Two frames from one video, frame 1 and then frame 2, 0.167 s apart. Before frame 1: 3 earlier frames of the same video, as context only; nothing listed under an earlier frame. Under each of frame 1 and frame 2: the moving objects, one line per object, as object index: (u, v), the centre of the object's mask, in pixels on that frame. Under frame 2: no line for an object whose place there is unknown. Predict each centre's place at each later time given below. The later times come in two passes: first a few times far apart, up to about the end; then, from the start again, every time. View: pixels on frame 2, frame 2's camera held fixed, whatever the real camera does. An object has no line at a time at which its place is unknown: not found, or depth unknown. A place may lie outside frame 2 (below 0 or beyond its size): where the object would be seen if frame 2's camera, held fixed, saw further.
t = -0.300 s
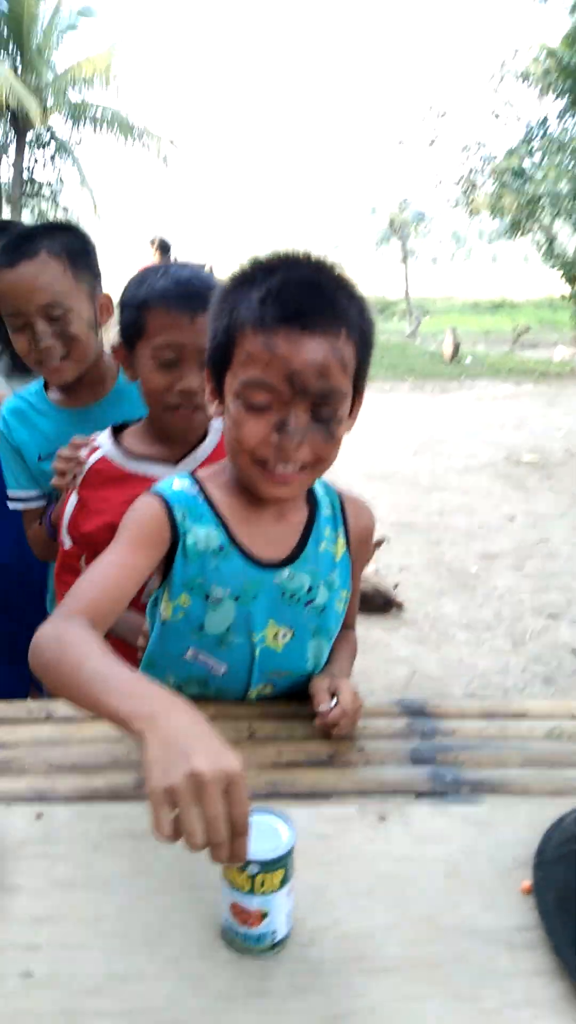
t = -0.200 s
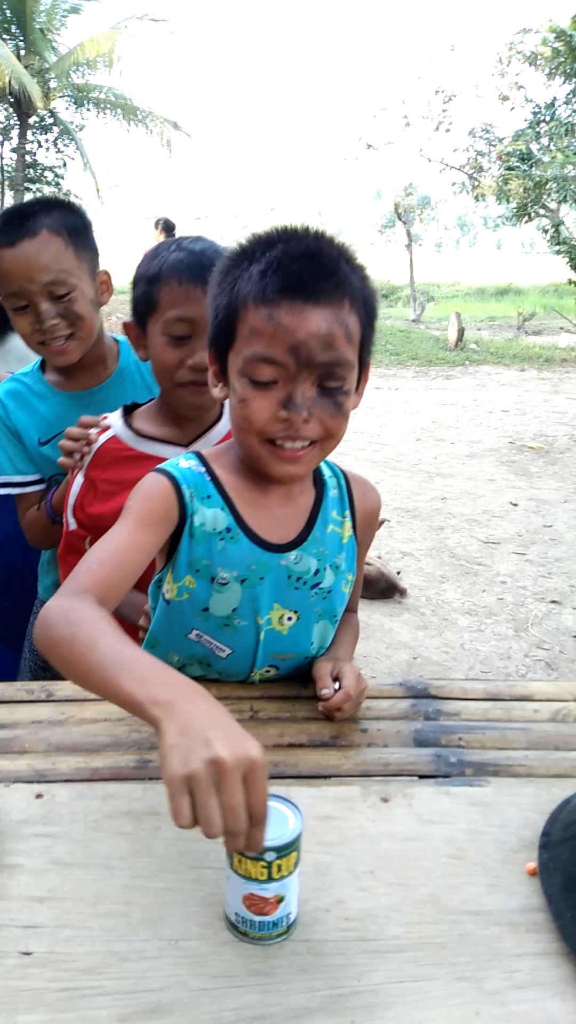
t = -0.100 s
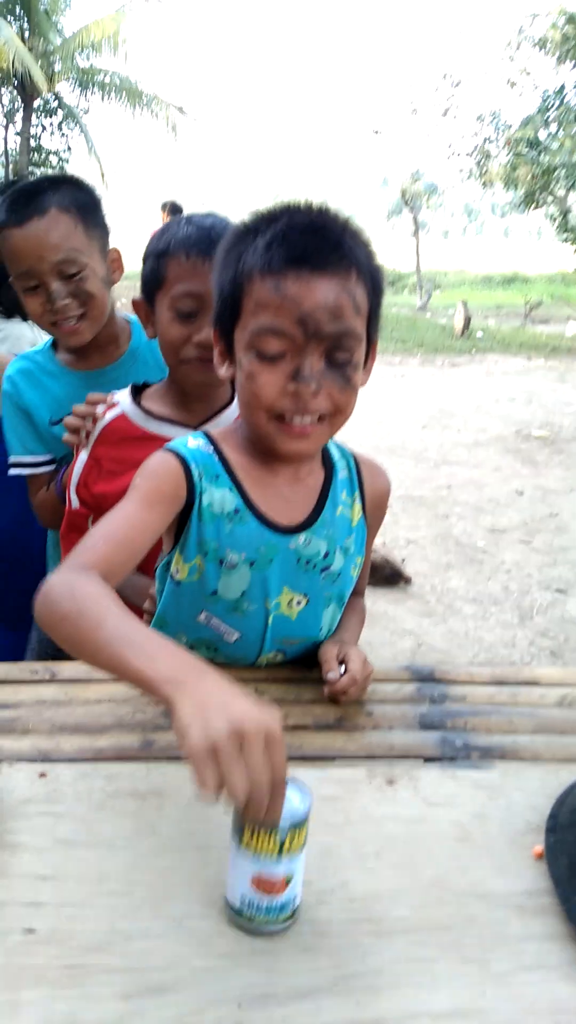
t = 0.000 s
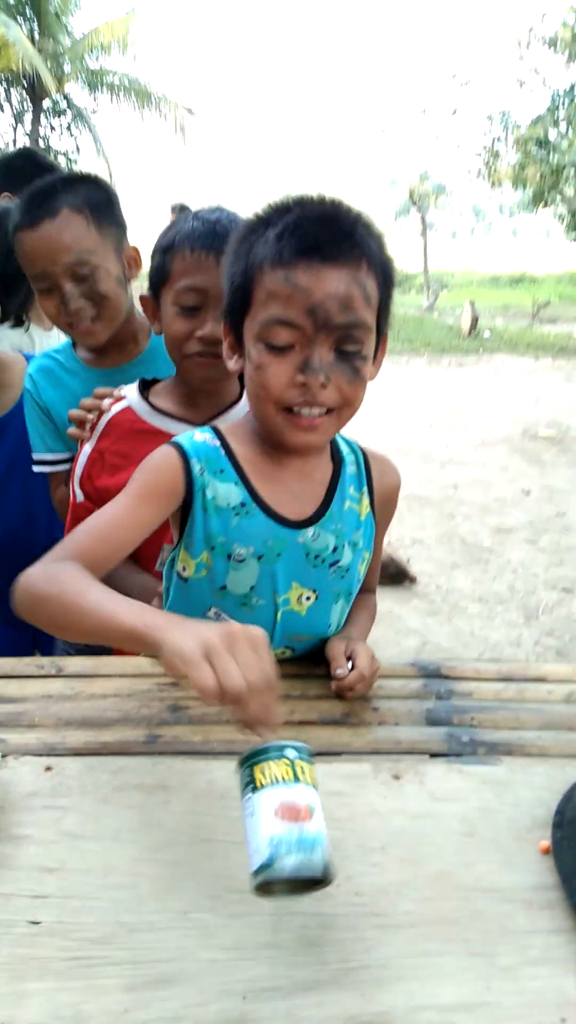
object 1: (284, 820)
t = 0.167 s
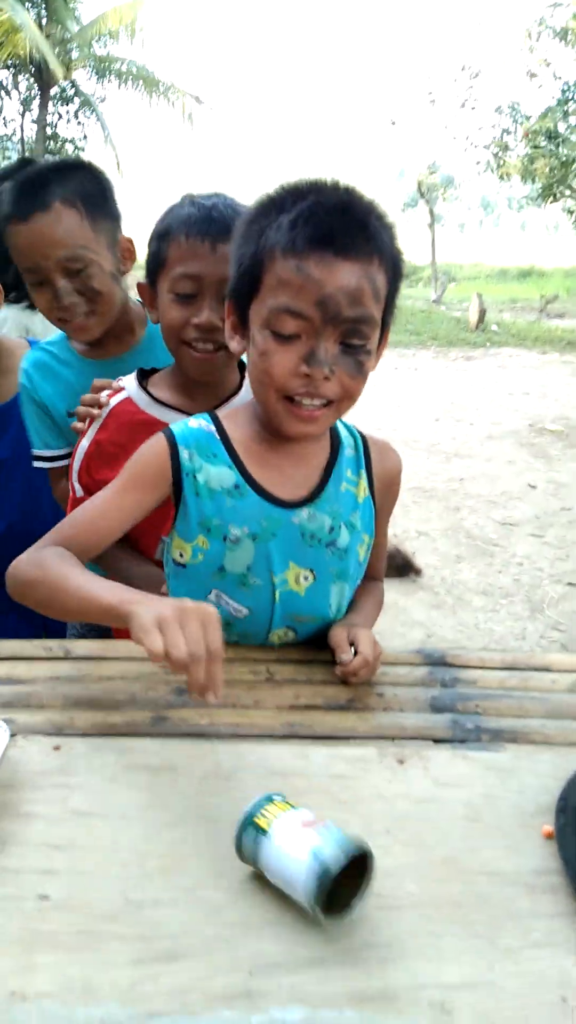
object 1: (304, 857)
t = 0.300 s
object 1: (309, 870)
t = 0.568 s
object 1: (302, 875)
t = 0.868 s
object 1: (283, 890)
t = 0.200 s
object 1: (310, 866)
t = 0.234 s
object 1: (310, 866)
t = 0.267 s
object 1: (310, 869)
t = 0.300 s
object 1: (309, 870)
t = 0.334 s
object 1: (309, 870)
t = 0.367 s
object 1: (309, 871)
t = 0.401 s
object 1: (308, 872)
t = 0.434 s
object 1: (307, 872)
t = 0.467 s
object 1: (306, 872)
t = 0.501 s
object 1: (305, 874)
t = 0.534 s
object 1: (304, 874)
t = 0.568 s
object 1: (302, 875)
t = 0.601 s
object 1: (301, 876)
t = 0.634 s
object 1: (299, 877)
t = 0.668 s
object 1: (297, 879)
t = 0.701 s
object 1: (296, 880)
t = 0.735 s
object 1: (293, 882)
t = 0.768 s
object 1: (291, 883)
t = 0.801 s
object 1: (289, 885)
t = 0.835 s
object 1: (286, 887)
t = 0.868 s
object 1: (283, 890)
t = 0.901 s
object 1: (280, 891)
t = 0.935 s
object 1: (277, 893)
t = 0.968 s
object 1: (274, 896)
